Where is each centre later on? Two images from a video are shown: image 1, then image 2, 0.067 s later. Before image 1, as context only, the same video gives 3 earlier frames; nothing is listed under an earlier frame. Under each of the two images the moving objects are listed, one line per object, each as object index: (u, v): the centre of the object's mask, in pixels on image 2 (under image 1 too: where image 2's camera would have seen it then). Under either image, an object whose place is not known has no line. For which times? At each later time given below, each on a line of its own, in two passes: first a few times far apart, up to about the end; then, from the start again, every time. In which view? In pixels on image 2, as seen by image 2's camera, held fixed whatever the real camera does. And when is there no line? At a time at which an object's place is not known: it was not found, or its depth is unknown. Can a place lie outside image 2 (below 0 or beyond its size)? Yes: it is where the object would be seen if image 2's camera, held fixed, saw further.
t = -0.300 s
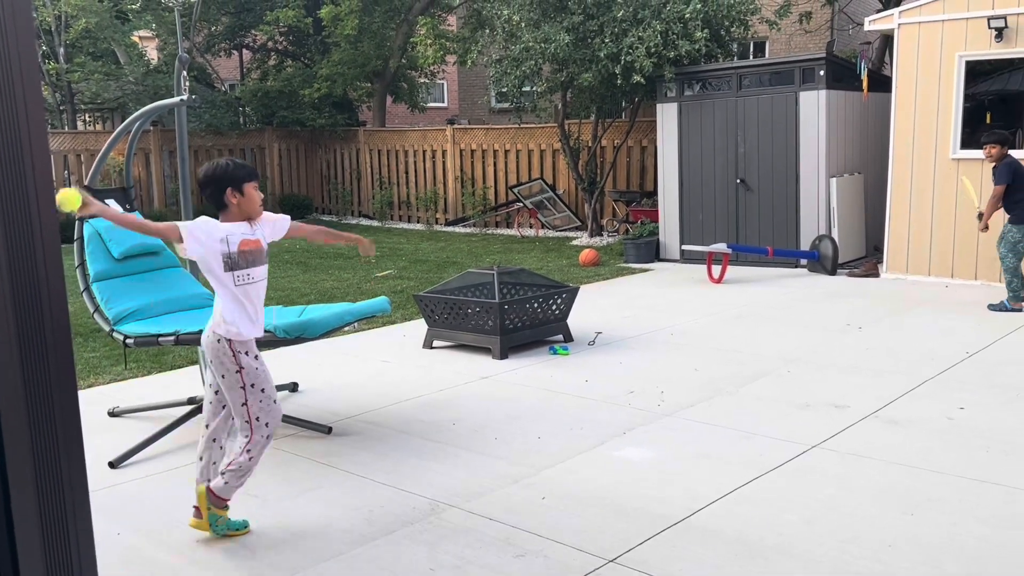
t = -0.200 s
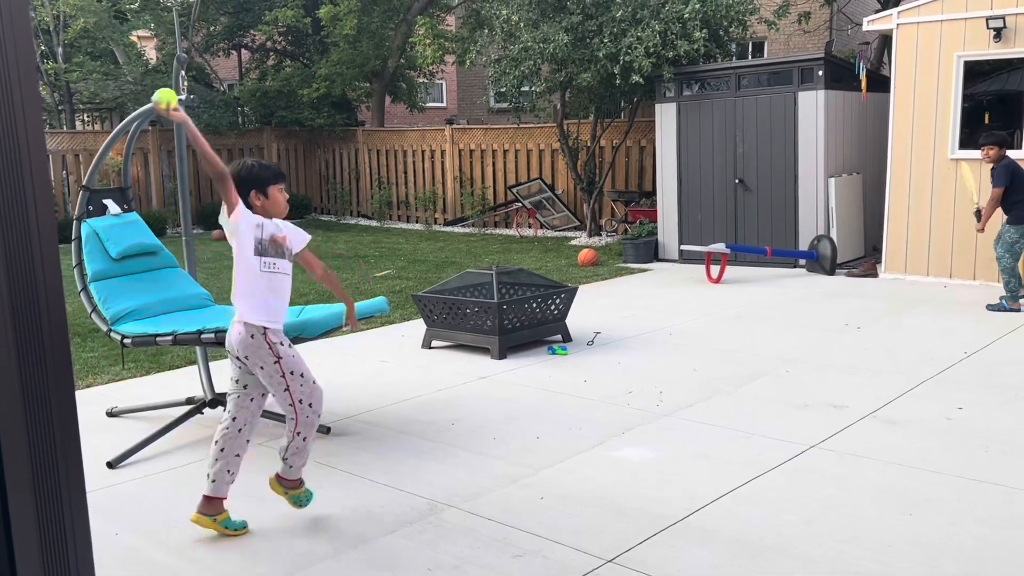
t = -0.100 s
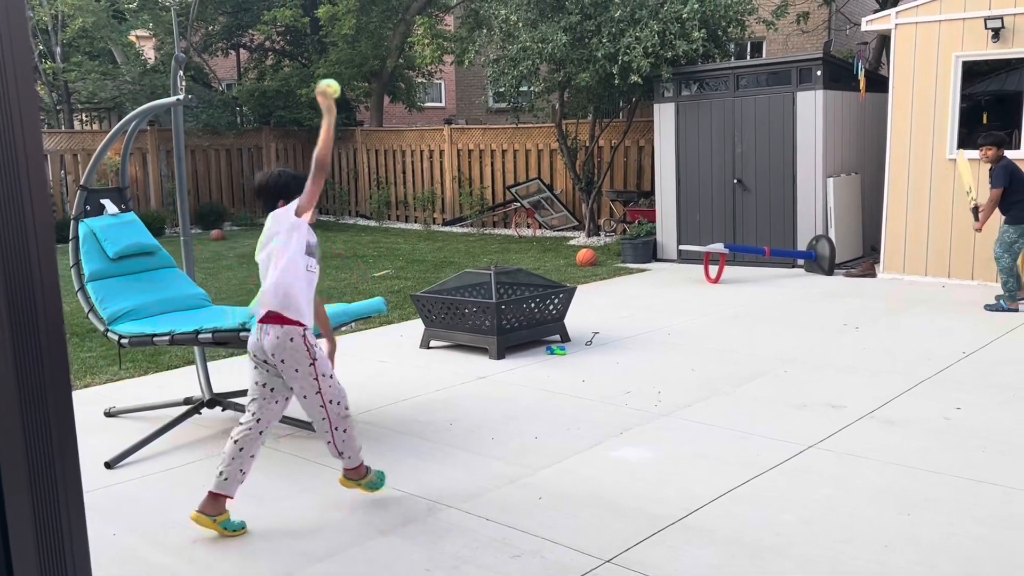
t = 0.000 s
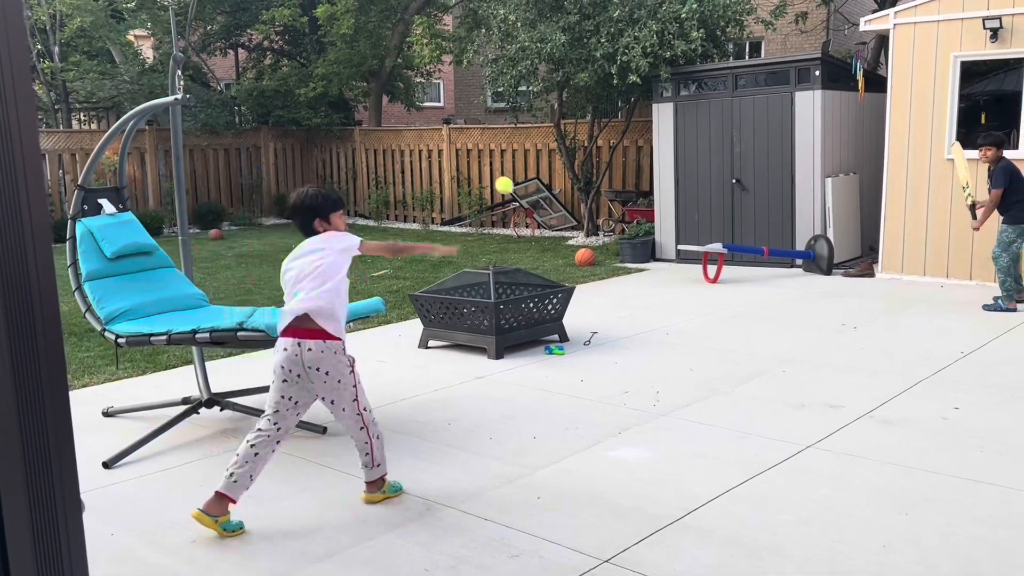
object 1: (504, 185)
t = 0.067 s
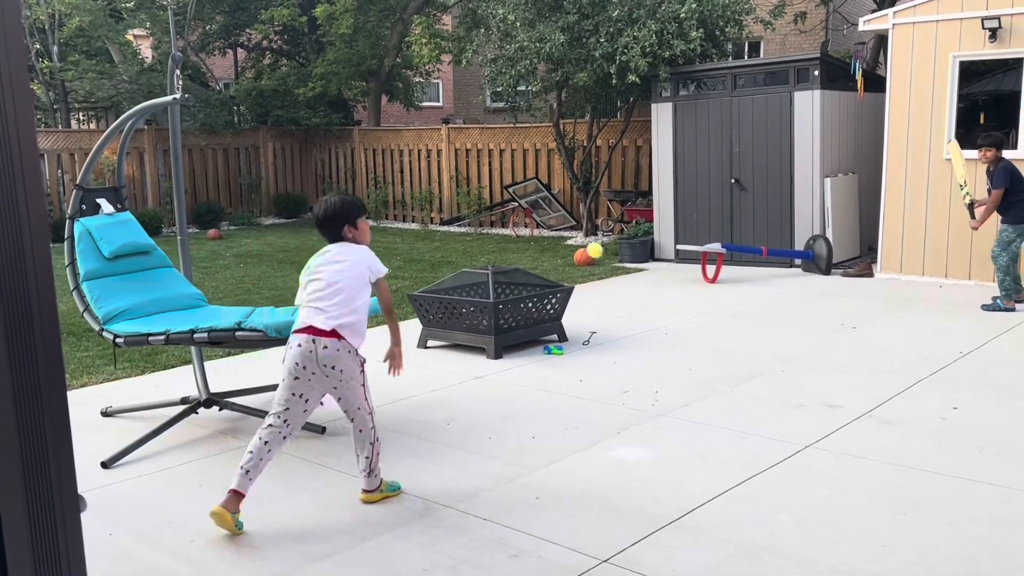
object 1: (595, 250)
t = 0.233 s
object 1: (758, 371)
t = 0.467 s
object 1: (859, 208)
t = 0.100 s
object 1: (635, 280)
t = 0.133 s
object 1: (672, 311)
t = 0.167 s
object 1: (705, 343)
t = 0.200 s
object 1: (736, 373)
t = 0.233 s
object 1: (758, 371)
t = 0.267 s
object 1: (775, 339)
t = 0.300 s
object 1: (790, 311)
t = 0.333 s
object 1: (805, 285)
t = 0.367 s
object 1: (818, 262)
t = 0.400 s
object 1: (833, 242)
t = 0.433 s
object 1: (847, 223)
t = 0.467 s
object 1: (859, 208)
